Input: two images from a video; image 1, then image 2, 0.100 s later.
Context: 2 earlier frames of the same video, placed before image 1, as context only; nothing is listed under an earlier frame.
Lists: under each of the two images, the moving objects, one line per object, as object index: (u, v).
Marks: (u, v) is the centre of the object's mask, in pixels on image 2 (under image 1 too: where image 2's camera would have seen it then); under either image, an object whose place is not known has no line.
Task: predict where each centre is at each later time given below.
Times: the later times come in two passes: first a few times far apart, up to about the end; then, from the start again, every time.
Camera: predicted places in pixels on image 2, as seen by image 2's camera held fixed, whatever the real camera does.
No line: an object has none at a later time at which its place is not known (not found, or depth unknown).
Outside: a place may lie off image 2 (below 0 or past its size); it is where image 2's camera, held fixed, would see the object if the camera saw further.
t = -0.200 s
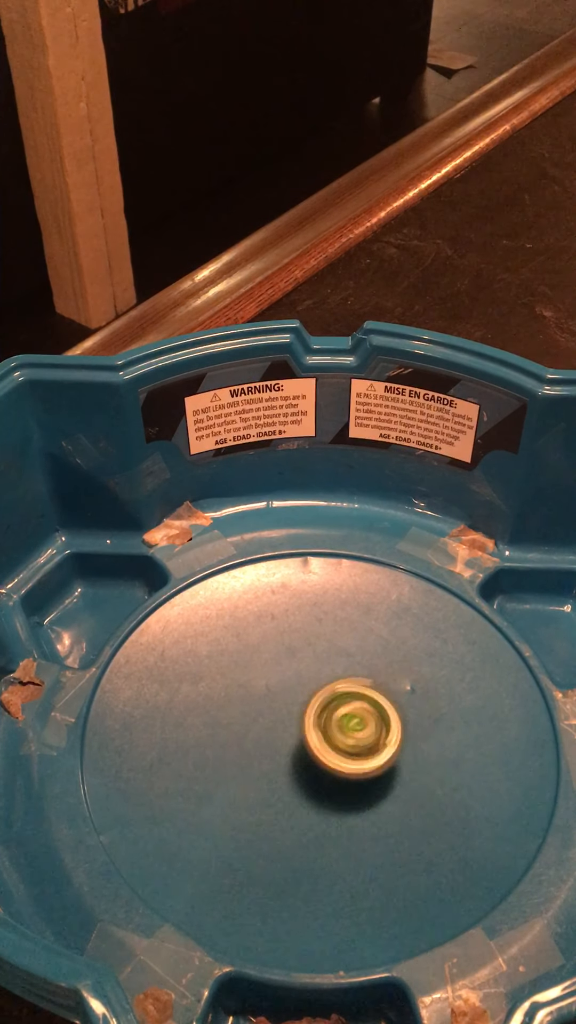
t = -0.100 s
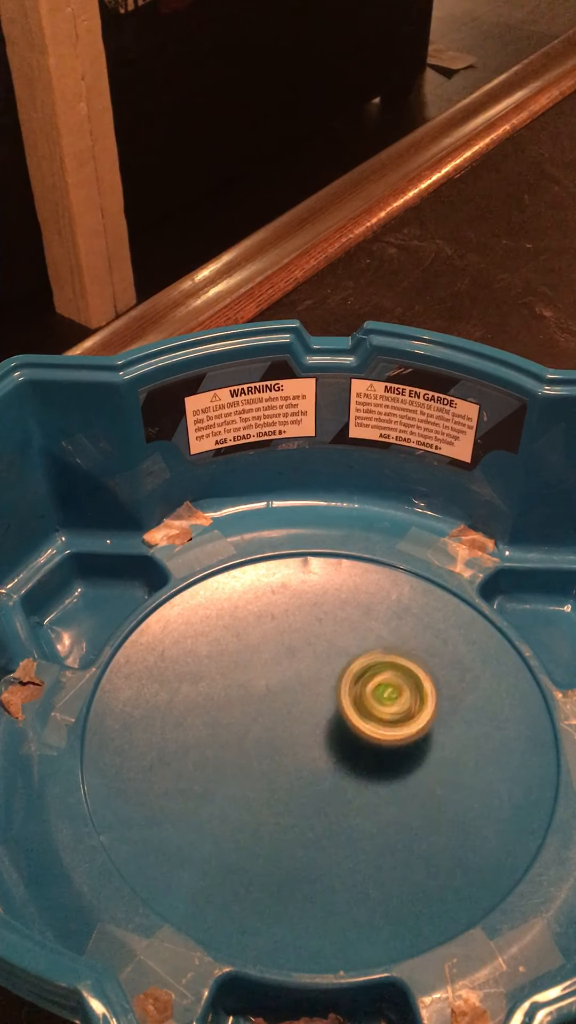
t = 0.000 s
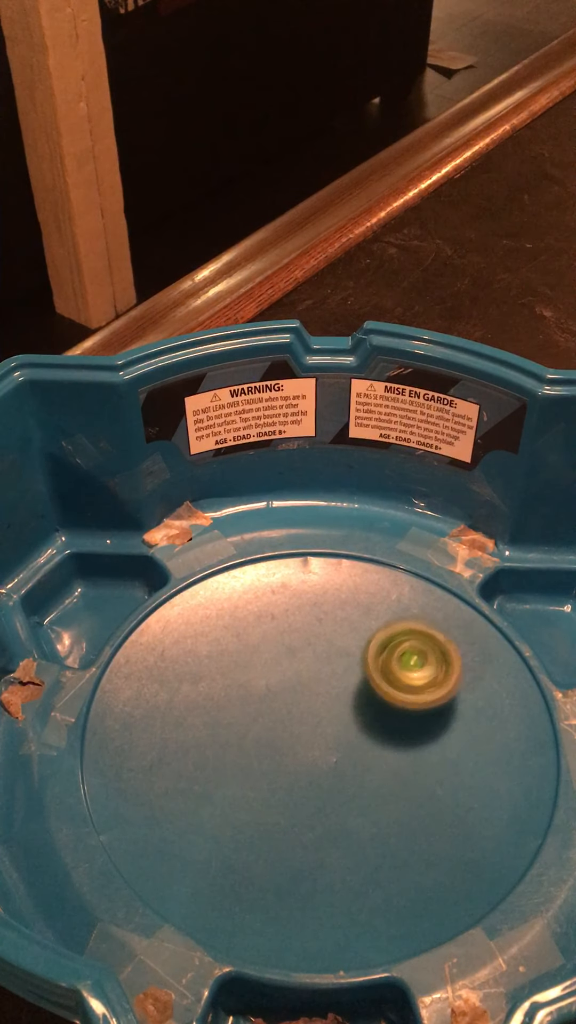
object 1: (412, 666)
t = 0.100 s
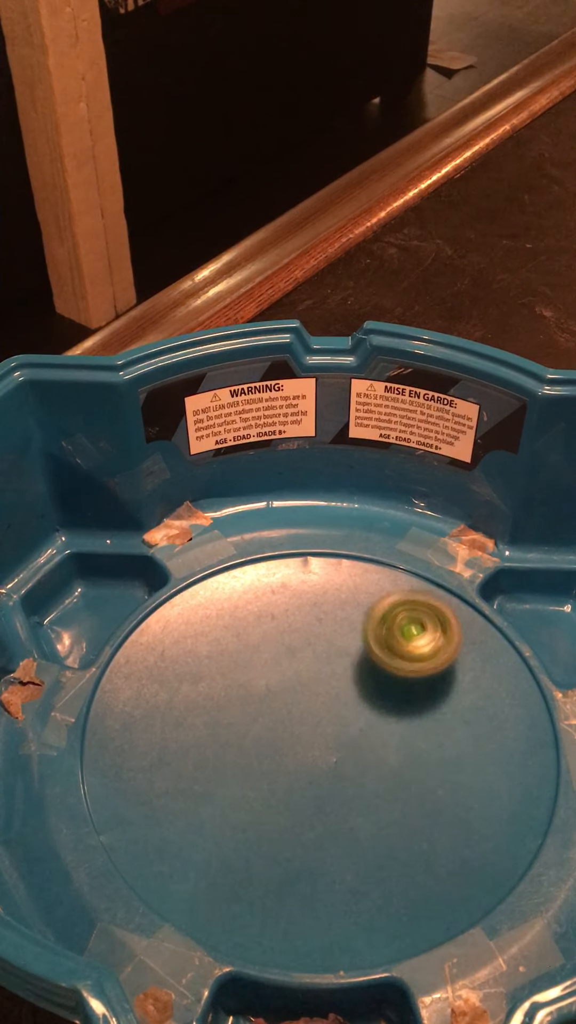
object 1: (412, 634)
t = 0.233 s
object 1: (374, 620)
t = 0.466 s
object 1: (305, 686)
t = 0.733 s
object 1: (275, 797)
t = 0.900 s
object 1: (302, 851)
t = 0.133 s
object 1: (406, 625)
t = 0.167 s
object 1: (397, 619)
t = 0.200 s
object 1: (386, 618)
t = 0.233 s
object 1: (374, 620)
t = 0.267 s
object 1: (362, 625)
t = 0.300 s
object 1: (351, 632)
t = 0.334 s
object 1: (341, 641)
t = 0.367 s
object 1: (330, 651)
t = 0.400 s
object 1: (322, 661)
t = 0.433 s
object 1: (312, 674)
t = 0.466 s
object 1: (305, 686)
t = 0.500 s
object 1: (298, 700)
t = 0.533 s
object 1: (292, 713)
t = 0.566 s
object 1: (287, 727)
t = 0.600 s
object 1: (283, 741)
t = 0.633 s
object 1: (280, 754)
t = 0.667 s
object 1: (278, 769)
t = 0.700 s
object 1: (276, 783)
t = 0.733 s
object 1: (275, 797)
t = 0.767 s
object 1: (277, 811)
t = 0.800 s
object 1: (280, 823)
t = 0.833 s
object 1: (285, 835)
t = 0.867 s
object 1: (293, 845)
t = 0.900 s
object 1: (302, 851)
